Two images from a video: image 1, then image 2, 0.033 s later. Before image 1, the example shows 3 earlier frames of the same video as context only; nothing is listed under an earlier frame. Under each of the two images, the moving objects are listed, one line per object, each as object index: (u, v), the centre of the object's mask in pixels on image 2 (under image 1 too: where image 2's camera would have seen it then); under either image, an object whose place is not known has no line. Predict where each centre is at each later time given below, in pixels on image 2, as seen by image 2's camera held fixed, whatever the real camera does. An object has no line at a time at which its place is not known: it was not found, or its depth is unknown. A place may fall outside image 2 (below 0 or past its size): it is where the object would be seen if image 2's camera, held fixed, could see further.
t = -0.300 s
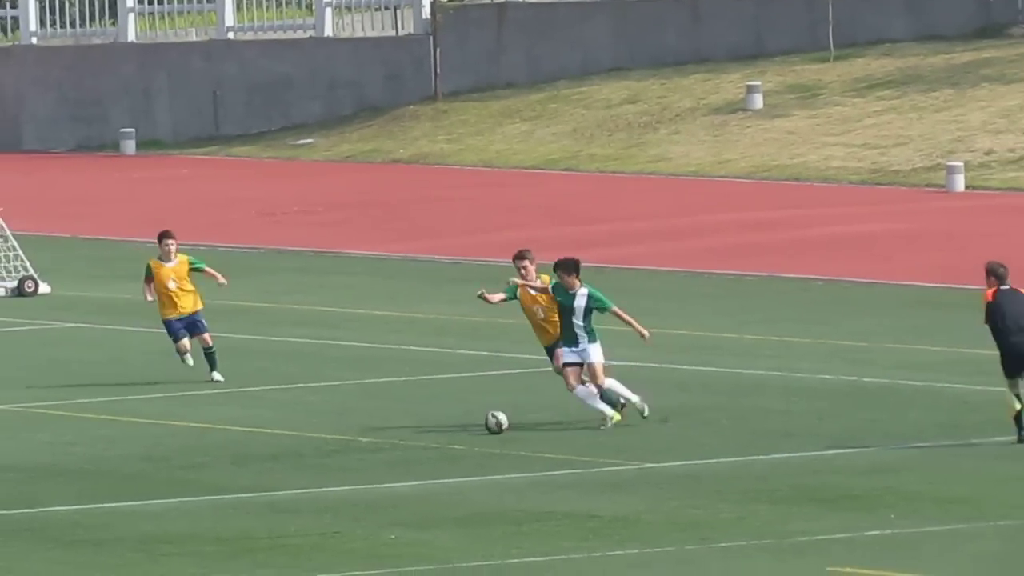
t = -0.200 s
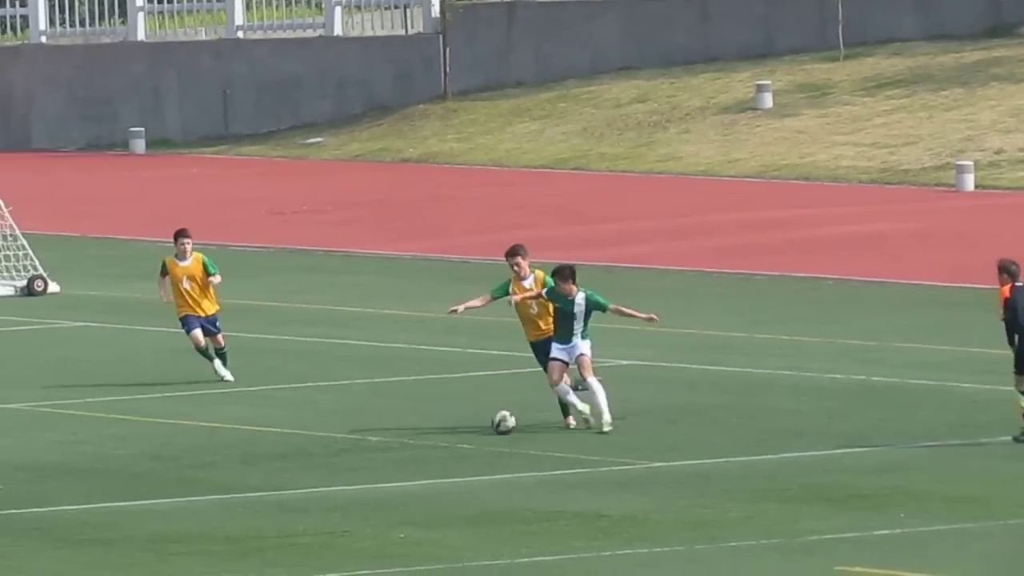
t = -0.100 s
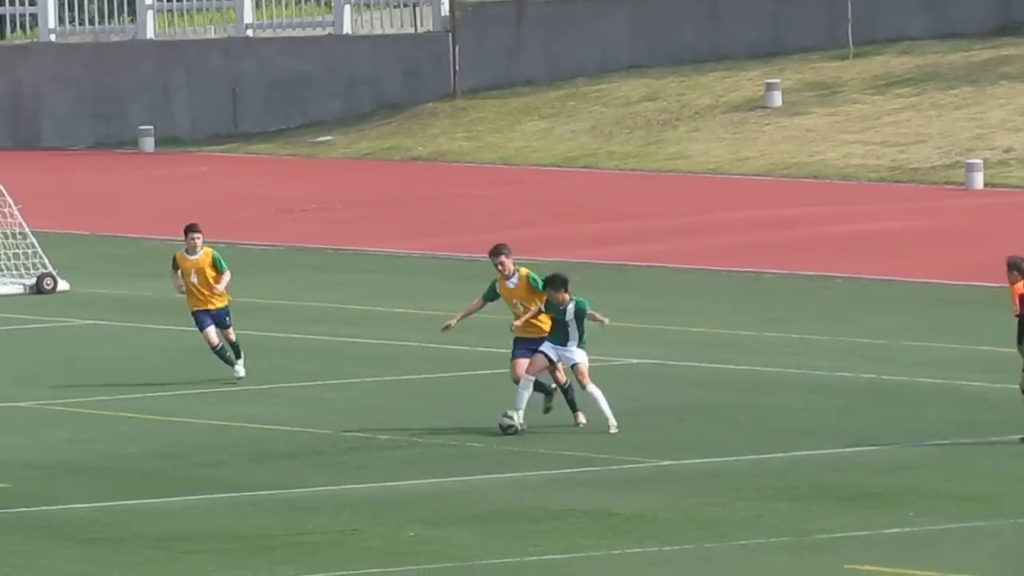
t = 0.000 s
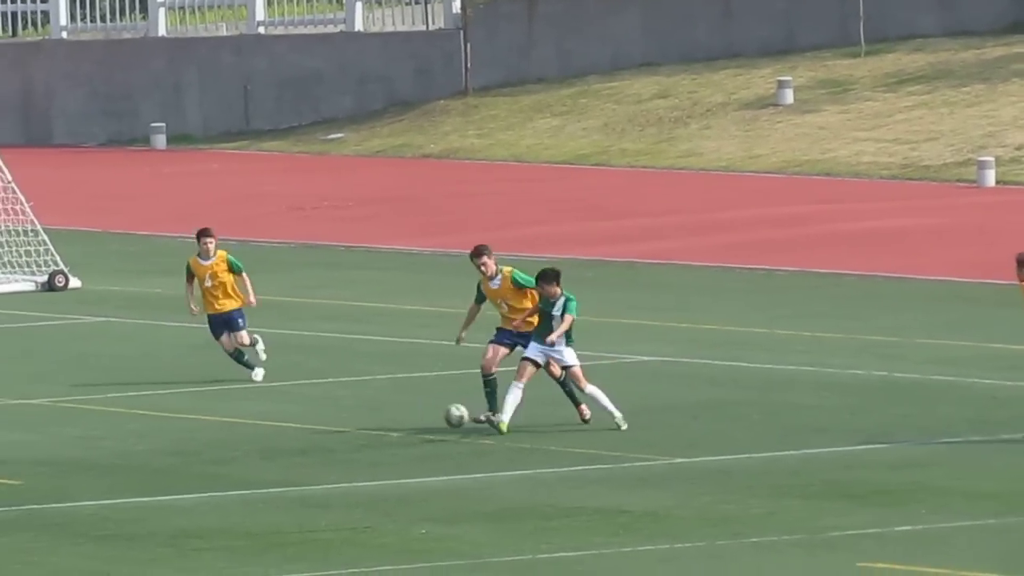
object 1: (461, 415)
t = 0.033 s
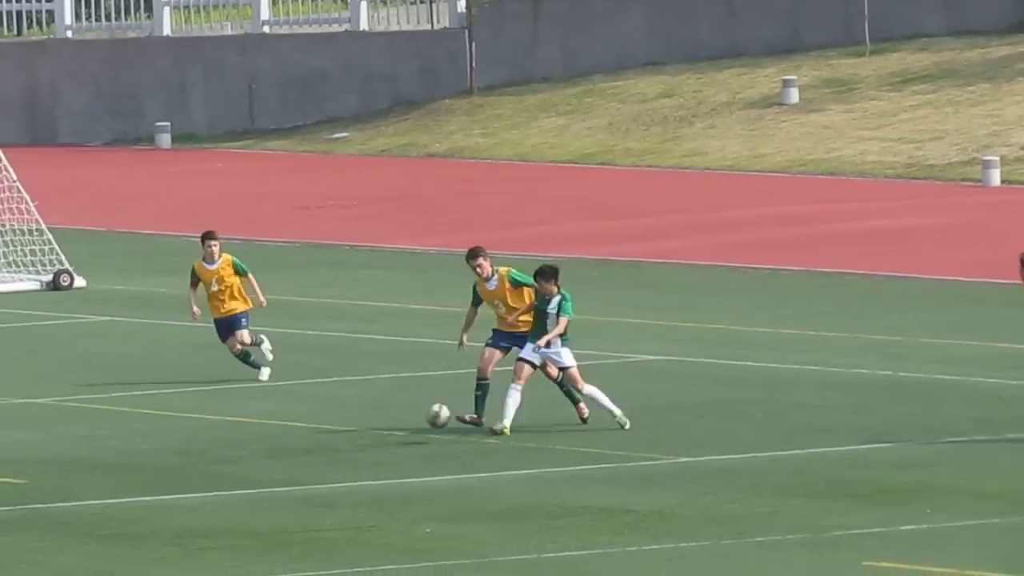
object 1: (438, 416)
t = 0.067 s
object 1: (416, 417)
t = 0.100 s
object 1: (392, 421)
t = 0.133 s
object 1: (370, 425)
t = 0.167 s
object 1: (347, 430)
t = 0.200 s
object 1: (323, 437)
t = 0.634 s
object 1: (96, 469)
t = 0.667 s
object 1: (84, 469)
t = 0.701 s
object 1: (72, 472)
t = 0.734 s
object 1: (59, 475)
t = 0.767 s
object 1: (47, 479)
